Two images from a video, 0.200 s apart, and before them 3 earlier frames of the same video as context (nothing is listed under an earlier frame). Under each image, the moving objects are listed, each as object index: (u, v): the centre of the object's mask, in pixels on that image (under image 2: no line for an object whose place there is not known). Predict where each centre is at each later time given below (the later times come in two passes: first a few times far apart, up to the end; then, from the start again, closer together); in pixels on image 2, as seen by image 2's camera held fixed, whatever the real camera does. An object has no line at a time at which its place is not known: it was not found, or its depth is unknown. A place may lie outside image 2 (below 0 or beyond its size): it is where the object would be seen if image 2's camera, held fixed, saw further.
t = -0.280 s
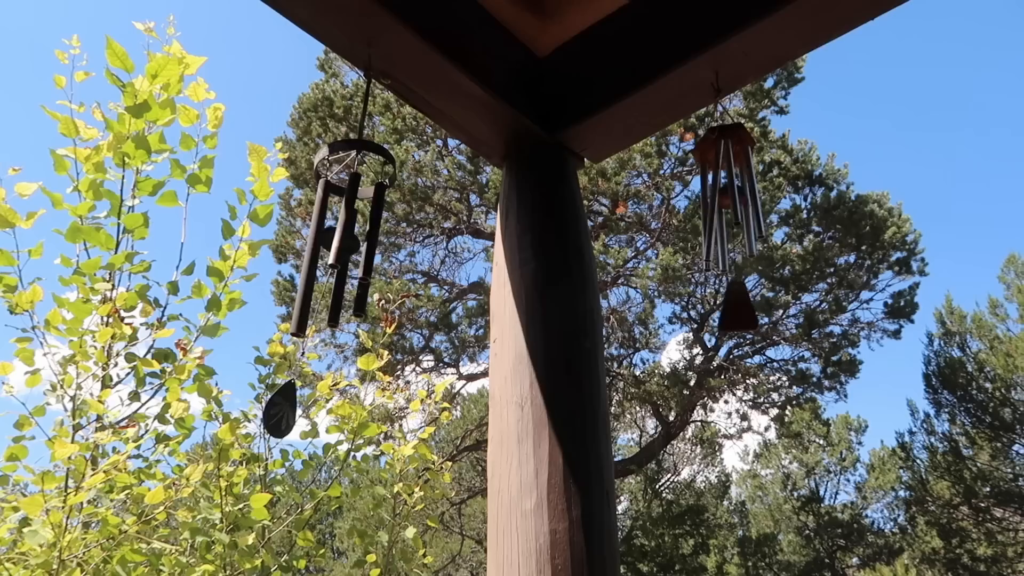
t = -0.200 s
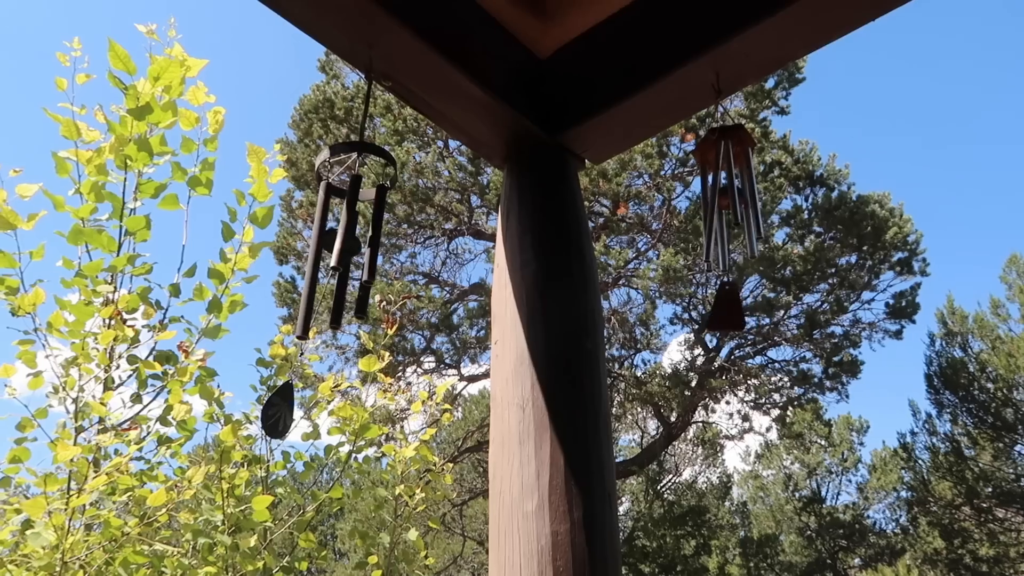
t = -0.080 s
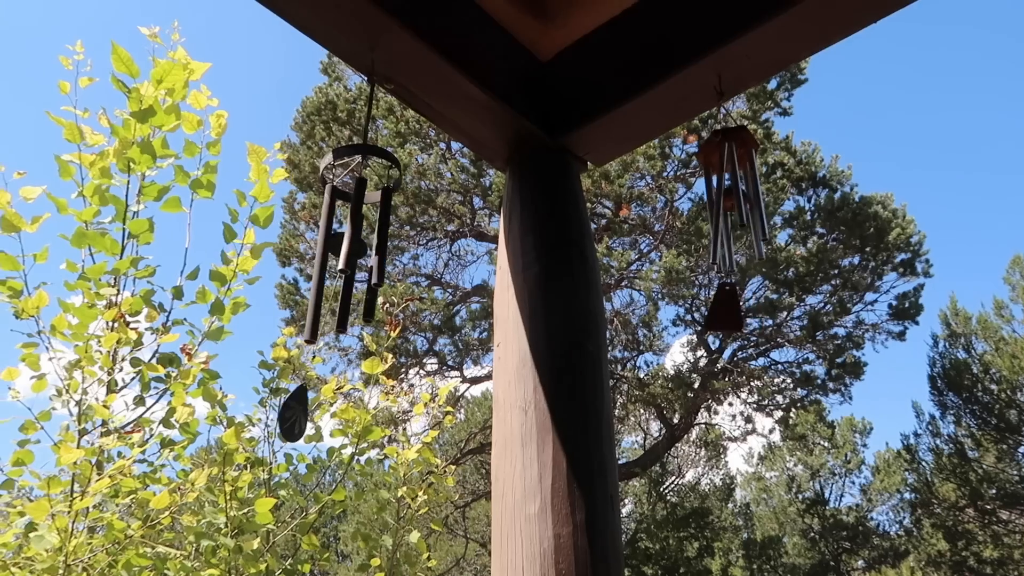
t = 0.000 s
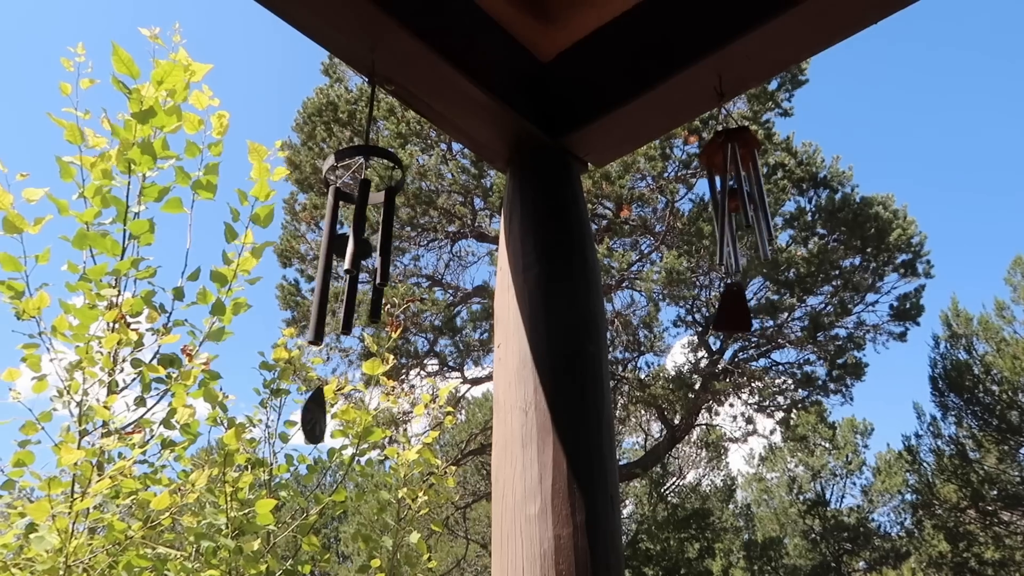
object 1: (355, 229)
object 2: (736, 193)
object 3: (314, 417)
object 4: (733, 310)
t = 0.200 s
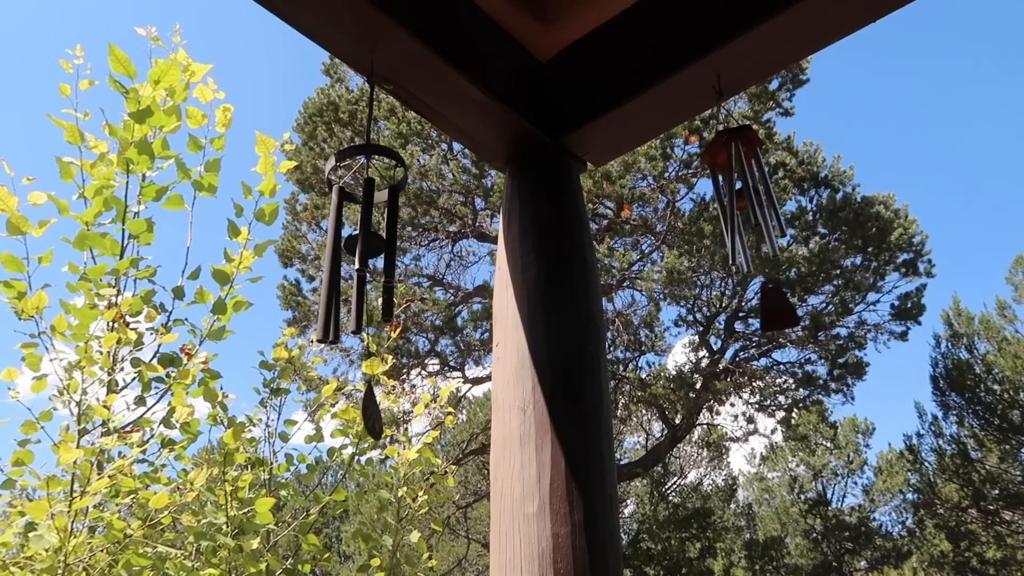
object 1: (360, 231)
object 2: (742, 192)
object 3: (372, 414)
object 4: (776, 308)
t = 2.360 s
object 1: (348, 227)
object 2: (740, 190)
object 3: (313, 415)
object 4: (794, 306)
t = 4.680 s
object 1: (347, 224)
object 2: (732, 189)
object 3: (293, 412)
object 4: (739, 310)
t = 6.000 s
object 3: (324, 414)
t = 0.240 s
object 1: (362, 231)
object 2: (743, 193)
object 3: (381, 412)
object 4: (785, 307)
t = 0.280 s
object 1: (363, 231)
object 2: (742, 192)
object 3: (387, 412)
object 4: (791, 306)
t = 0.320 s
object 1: (363, 231)
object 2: (742, 193)
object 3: (391, 411)
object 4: (796, 305)
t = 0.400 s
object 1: (363, 230)
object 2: (739, 194)
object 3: (392, 412)
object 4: (798, 306)
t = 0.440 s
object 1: (363, 229)
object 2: (738, 194)
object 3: (388, 414)
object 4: (795, 307)
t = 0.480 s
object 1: (362, 229)
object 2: (736, 194)
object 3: (382, 414)
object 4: (789, 308)
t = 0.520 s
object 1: (361, 228)
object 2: (735, 194)
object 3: (373, 416)
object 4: (781, 310)
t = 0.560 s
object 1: (360, 227)
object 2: (733, 194)
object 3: (363, 417)
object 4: (772, 312)
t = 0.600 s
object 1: (357, 226)
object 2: (732, 193)
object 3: (352, 418)
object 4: (761, 313)
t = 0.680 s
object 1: (354, 226)
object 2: (730, 192)
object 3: (327, 419)
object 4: (739, 313)
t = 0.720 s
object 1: (352, 227)
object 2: (730, 191)
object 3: (315, 418)
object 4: (729, 313)
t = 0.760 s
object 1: (350, 227)
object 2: (730, 191)
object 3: (305, 417)
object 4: (721, 312)
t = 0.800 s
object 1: (348, 228)
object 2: (730, 191)
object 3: (295, 416)
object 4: (716, 311)
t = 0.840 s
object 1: (346, 229)
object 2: (731, 191)
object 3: (288, 415)
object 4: (713, 310)
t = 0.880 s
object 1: (345, 229)
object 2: (732, 191)
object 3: (283, 414)
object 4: (713, 309)
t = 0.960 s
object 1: (344, 229)
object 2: (735, 191)
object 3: (279, 413)
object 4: (721, 308)
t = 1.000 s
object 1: (344, 230)
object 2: (736, 191)
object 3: (281, 413)
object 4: (730, 307)
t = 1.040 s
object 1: (344, 230)
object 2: (737, 191)
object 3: (284, 413)
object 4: (740, 308)
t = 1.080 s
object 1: (345, 230)
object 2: (737, 191)
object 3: (290, 413)
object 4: (752, 307)
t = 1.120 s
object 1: (346, 229)
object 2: (738, 191)
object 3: (299, 413)
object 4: (764, 307)
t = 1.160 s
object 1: (347, 229)
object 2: (738, 192)
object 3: (309, 414)
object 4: (776, 306)
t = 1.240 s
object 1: (351, 227)
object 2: (739, 192)
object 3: (331, 414)
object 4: (793, 303)
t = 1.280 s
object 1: (353, 227)
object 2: (739, 192)
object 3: (341, 413)
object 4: (799, 302)
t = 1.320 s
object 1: (355, 227)
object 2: (738, 192)
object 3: (352, 414)
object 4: (801, 302)
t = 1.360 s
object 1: (356, 226)
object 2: (738, 192)
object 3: (361, 413)
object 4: (800, 303)
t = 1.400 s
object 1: (359, 226)
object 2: (737, 192)
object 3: (369, 412)
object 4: (796, 305)
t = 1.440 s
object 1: (360, 226)
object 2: (737, 192)
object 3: (375, 412)
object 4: (790, 307)
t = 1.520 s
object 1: (362, 227)
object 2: (735, 192)
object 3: (381, 412)
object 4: (770, 311)
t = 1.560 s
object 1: (363, 227)
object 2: (734, 191)
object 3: (381, 413)
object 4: (759, 312)
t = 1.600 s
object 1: (363, 227)
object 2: (734, 191)
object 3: (378, 413)
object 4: (747, 313)
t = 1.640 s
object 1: (362, 227)
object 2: (733, 192)
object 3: (374, 415)
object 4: (736, 313)
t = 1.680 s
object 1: (361, 227)
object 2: (733, 192)
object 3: (368, 415)
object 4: (727, 312)
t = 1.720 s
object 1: (360, 228)
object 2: (732, 191)
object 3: (360, 416)
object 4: (720, 311)
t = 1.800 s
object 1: (356, 227)
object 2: (732, 191)
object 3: (343, 417)
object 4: (713, 308)
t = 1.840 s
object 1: (354, 228)
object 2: (733, 191)
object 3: (333, 417)
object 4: (714, 308)
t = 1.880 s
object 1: (353, 228)
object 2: (733, 191)
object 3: (324, 417)
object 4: (718, 307)
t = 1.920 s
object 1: (351, 228)
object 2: (734, 191)
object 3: (314, 416)
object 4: (725, 307)
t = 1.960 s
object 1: (349, 228)
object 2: (735, 191)
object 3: (306, 416)
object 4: (734, 307)
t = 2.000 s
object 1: (348, 228)
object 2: (735, 191)
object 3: (298, 415)
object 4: (745, 307)
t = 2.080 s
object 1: (345, 228)
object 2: (736, 191)
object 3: (289, 414)
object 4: (767, 306)
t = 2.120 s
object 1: (344, 228)
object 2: (737, 191)
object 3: (287, 414)
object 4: (778, 305)
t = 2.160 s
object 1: (344, 228)
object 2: (738, 191)
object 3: (287, 414)
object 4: (787, 304)
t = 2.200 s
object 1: (344, 228)
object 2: (739, 191)
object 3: (289, 414)
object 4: (793, 303)
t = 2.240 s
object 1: (344, 228)
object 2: (740, 191)
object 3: (293, 414)
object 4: (797, 303)
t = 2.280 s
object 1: (345, 227)
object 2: (740, 190)
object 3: (298, 414)
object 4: (798, 304)
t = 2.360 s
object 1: (348, 227)
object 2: (740, 190)
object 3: (313, 415)
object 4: (794, 306)
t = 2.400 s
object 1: (350, 226)
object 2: (740, 190)
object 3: (322, 415)
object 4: (787, 309)
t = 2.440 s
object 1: (352, 226)
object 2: (740, 190)
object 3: (332, 415)
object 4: (780, 310)
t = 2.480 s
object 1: (354, 226)
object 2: (740, 190)
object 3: (341, 415)
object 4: (771, 311)
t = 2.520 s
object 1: (356, 226)
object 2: (739, 190)
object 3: (350, 414)
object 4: (761, 312)
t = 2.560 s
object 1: (357, 225)
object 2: (738, 190)
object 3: (358, 414)
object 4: (751, 312)
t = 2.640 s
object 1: (360, 225)
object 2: (736, 190)
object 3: (371, 413)
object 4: (735, 311)
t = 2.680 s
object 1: (361, 225)
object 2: (735, 190)
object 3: (375, 413)
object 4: (729, 310)
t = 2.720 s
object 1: (362, 225)
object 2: (734, 190)
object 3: (377, 412)
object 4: (725, 310)
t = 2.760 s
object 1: (362, 225)
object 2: (733, 190)
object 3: (378, 413)
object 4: (723, 308)
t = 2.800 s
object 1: (362, 225)
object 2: (733, 189)
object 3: (376, 413)
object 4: (724, 308)
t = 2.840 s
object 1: (361, 225)
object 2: (733, 189)
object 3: (373, 413)
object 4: (727, 308)
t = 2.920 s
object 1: (358, 225)
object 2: (734, 190)
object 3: (362, 414)
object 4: (739, 306)
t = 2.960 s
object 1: (356, 225)
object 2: (735, 189)
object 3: (354, 415)
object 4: (747, 306)
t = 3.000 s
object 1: (354, 225)
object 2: (735, 189)
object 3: (345, 415)
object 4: (755, 306)
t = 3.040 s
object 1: (352, 225)
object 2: (736, 189)
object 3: (336, 415)
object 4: (764, 305)
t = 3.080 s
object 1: (350, 226)
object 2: (737, 189)
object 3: (327, 415)
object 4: (772, 304)
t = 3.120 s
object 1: (349, 226)
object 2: (738, 188)
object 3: (317, 415)
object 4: (779, 303)
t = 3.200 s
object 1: (346, 227)
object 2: (740, 188)
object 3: (301, 414)
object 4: (789, 303)
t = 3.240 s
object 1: (344, 227)
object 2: (741, 188)
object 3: (295, 414)
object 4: (790, 303)
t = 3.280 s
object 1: (342, 227)
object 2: (741, 188)
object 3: (290, 413)
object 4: (790, 304)
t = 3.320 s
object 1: (342, 227)
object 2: (742, 188)
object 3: (288, 413)
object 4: (788, 305)
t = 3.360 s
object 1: (342, 227)
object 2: (742, 188)
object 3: (286, 413)
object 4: (784, 306)
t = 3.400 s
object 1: (343, 226)
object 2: (742, 189)
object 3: (287, 413)
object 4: (778, 307)
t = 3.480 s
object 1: (345, 225)
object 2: (740, 189)
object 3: (294, 412)
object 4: (765, 309)
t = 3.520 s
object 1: (347, 225)
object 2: (739, 189)
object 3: (301, 413)
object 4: (758, 310)
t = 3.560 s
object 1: (348, 224)
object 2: (737, 189)
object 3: (308, 413)
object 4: (750, 311)
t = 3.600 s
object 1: (350, 224)
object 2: (736, 189)
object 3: (317, 414)
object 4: (744, 310)
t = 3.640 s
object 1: (353, 223)
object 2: (735, 188)
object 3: (326, 413)
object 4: (739, 310)
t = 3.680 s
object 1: (354, 223)
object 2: (734, 189)
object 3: (335, 413)
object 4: (735, 309)
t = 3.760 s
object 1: (357, 223)
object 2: (732, 189)
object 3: (353, 412)
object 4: (732, 308)
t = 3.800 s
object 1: (359, 223)
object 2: (732, 188)
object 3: (361, 412)
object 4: (732, 308)
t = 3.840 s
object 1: (360, 223)
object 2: (732, 188)
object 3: (367, 411)
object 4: (735, 307)
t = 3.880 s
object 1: (360, 224)
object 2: (732, 189)
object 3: (373, 411)
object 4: (739, 307)
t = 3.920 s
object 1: (361, 224)
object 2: (733, 188)
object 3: (376, 410)
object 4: (744, 307)
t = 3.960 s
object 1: (361, 225)
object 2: (734, 188)
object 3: (377, 410)
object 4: (750, 306)
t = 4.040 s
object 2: (736, 188)
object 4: (763, 305)
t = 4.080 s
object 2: (738, 188)
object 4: (769, 305)
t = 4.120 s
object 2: (739, 188)
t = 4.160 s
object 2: (739, 188)
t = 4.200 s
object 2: (740, 187)
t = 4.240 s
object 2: (741, 187)
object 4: (783, 303)
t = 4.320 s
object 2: (741, 188)
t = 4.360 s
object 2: (740, 188)
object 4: (780, 305)
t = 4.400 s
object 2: (740, 189)
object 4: (776, 306)
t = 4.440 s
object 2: (739, 189)
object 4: (771, 308)
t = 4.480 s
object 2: (738, 189)
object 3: (288, 413)
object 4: (766, 308)
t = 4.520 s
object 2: (736, 189)
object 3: (285, 413)
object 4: (760, 309)
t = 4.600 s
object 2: (734, 189)
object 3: (285, 412)
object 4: (748, 311)
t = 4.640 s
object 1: (346, 224)
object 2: (733, 189)
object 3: (288, 412)
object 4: (743, 310)
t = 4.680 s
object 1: (347, 224)
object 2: (732, 189)
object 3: (293, 412)
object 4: (739, 310)
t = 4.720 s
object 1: (349, 224)
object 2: (732, 189)
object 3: (301, 413)
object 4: (736, 309)
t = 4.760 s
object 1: (350, 223)
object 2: (732, 188)
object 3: (309, 413)
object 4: (734, 310)
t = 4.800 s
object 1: (351, 223)
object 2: (732, 188)
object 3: (318, 413)
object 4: (734, 309)
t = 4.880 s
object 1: (355, 223)
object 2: (734, 188)
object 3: (339, 413)
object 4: (738, 308)
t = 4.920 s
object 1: (356, 224)
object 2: (735, 188)
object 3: (349, 412)
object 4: (743, 307)
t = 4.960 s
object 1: (357, 224)
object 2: (737, 187)
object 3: (359, 412)
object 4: (748, 307)
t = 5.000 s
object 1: (358, 225)
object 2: (738, 188)
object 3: (366, 411)
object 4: (754, 306)
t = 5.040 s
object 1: (359, 226)
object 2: (739, 188)
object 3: (373, 411)
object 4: (761, 306)
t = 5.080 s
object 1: (359, 226)
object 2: (740, 188)
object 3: (377, 411)
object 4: (768, 304)
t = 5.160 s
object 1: (360, 226)
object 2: (742, 188)
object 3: (379, 412)
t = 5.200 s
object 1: (360, 226)
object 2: (742, 188)
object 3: (377, 413)
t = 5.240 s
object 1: (359, 226)
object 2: (742, 189)
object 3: (373, 414)
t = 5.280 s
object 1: (358, 225)
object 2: (742, 189)
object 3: (367, 415)
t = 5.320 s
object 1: (356, 225)
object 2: (741, 189)
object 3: (359, 416)
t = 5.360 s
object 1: (355, 225)
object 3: (350, 417)
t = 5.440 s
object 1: (352, 225)
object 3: (330, 418)
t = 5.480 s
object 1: (351, 225)
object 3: (321, 418)
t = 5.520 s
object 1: (350, 225)
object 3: (312, 418)
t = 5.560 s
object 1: (348, 225)
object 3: (303, 417)
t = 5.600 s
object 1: (348, 225)
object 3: (296, 416)
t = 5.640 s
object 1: (347, 225)
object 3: (290, 415)
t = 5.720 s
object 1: (346, 225)
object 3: (285, 414)
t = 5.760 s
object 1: (346, 225)
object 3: (286, 414)
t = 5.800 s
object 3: (288, 414)
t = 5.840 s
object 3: (292, 414)
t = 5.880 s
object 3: (298, 414)
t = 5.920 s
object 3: (305, 414)
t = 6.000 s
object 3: (324, 414)
